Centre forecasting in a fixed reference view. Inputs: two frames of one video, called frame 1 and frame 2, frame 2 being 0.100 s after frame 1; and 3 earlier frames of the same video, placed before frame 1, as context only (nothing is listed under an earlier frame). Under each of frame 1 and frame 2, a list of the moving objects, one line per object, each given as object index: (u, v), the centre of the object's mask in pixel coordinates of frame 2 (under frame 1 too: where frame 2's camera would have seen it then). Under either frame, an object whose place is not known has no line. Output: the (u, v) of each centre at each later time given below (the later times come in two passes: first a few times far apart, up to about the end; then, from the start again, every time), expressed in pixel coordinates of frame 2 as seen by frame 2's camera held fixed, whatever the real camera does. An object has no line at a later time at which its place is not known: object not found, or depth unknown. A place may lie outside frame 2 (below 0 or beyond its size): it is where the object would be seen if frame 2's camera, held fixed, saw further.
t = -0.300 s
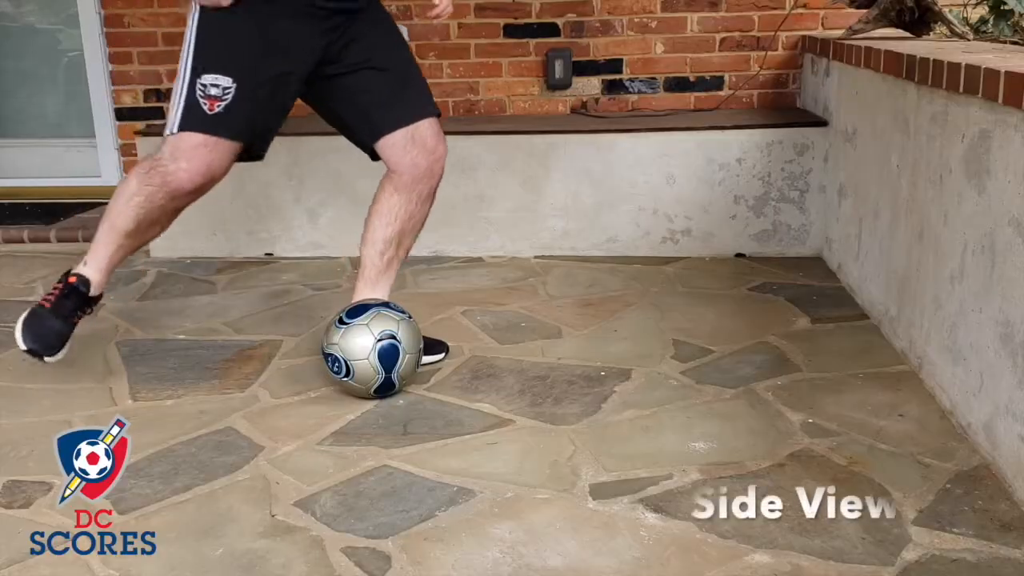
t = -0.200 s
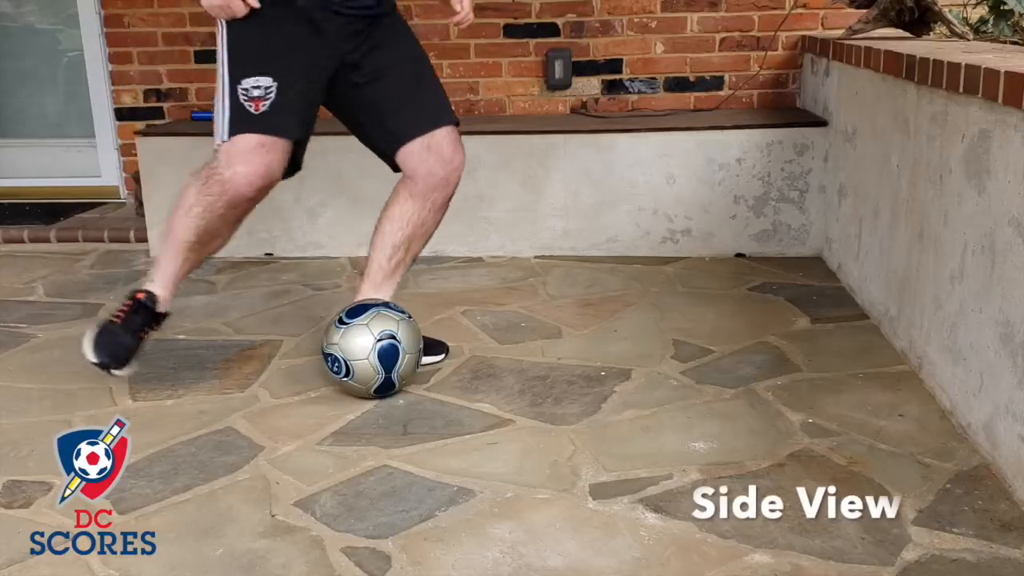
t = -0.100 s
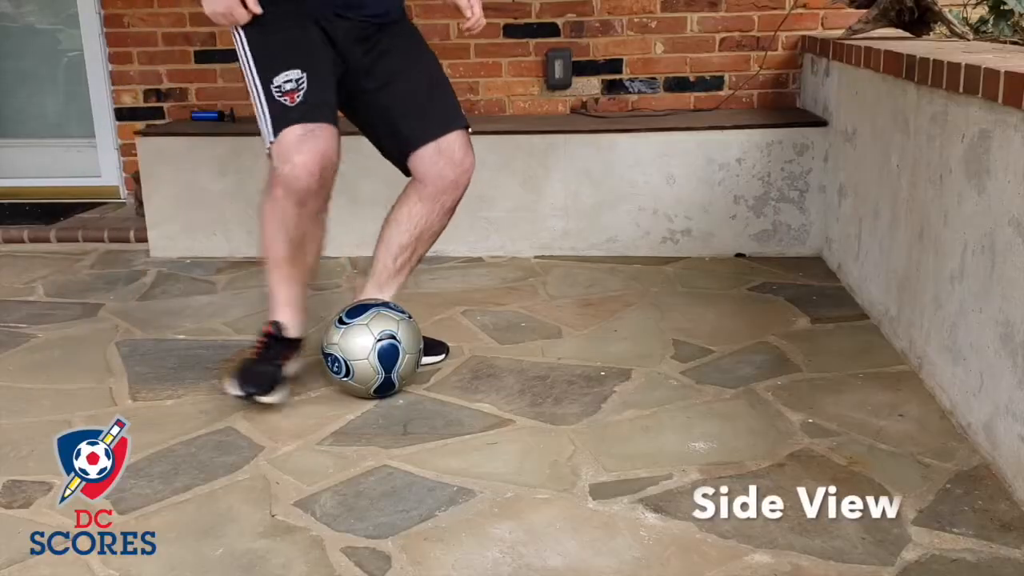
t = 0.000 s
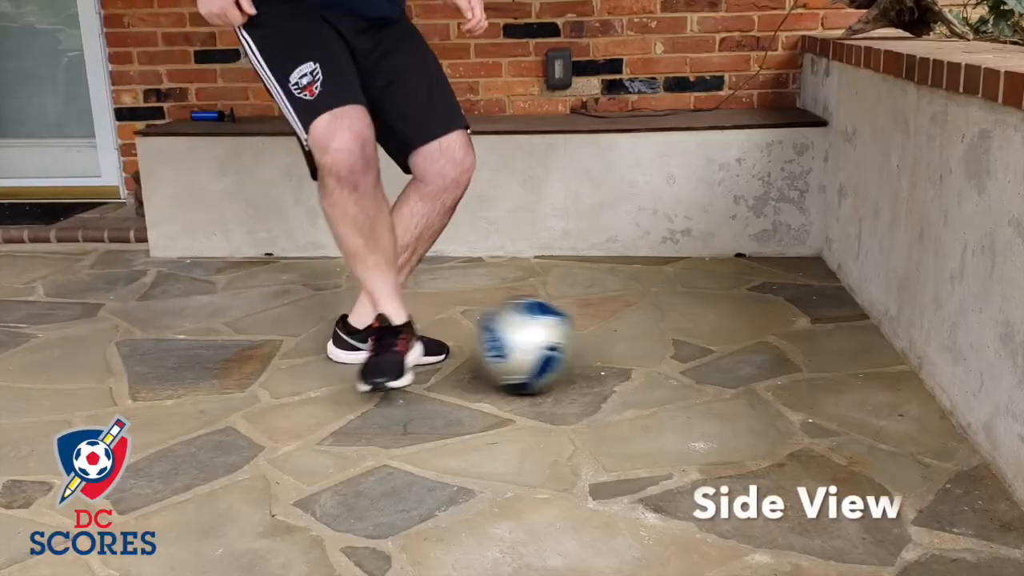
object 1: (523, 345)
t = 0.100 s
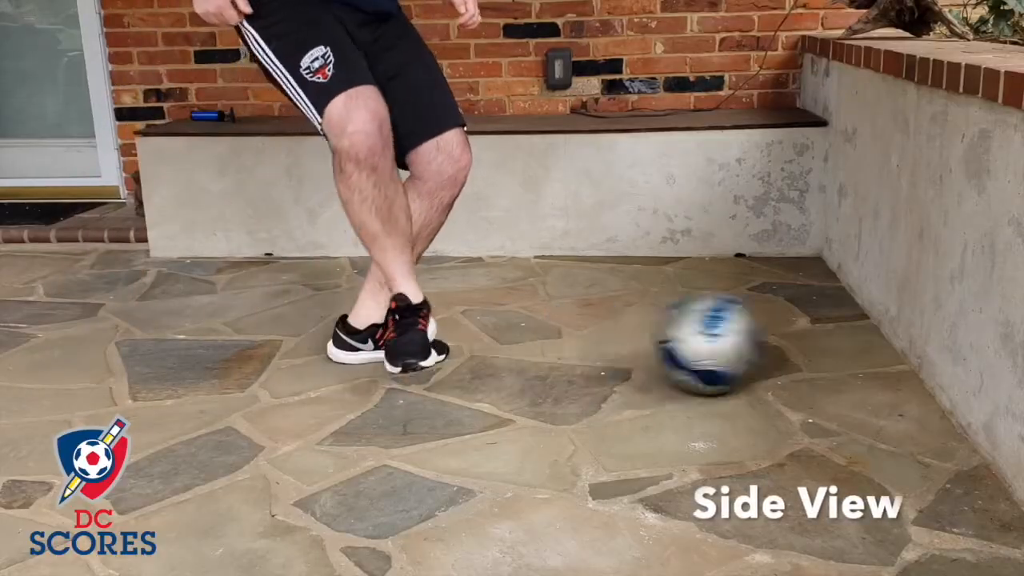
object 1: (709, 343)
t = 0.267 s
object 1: (822, 330)
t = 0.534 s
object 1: (579, 330)
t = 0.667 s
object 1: (510, 326)
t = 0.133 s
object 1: (769, 347)
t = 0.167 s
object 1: (823, 345)
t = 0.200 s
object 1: (880, 346)
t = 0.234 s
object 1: (863, 337)
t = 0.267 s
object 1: (822, 330)
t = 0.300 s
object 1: (780, 329)
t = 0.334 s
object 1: (743, 333)
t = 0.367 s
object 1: (702, 340)
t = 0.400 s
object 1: (674, 334)
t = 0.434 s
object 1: (649, 329)
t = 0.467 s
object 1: (624, 329)
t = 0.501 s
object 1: (598, 333)
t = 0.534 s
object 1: (579, 330)
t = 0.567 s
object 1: (561, 327)
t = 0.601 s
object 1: (544, 328)
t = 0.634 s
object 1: (527, 329)
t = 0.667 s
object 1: (510, 326)
